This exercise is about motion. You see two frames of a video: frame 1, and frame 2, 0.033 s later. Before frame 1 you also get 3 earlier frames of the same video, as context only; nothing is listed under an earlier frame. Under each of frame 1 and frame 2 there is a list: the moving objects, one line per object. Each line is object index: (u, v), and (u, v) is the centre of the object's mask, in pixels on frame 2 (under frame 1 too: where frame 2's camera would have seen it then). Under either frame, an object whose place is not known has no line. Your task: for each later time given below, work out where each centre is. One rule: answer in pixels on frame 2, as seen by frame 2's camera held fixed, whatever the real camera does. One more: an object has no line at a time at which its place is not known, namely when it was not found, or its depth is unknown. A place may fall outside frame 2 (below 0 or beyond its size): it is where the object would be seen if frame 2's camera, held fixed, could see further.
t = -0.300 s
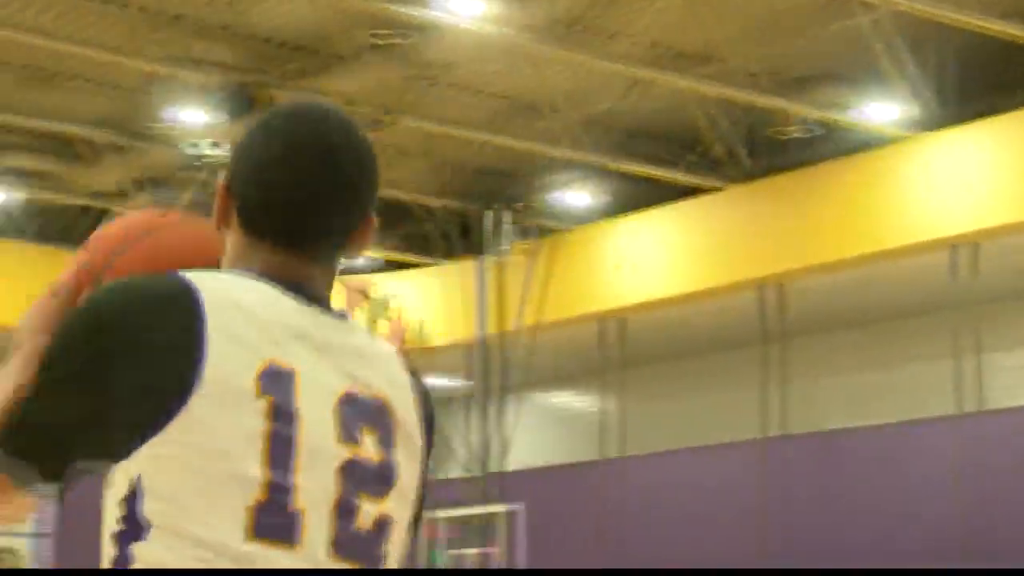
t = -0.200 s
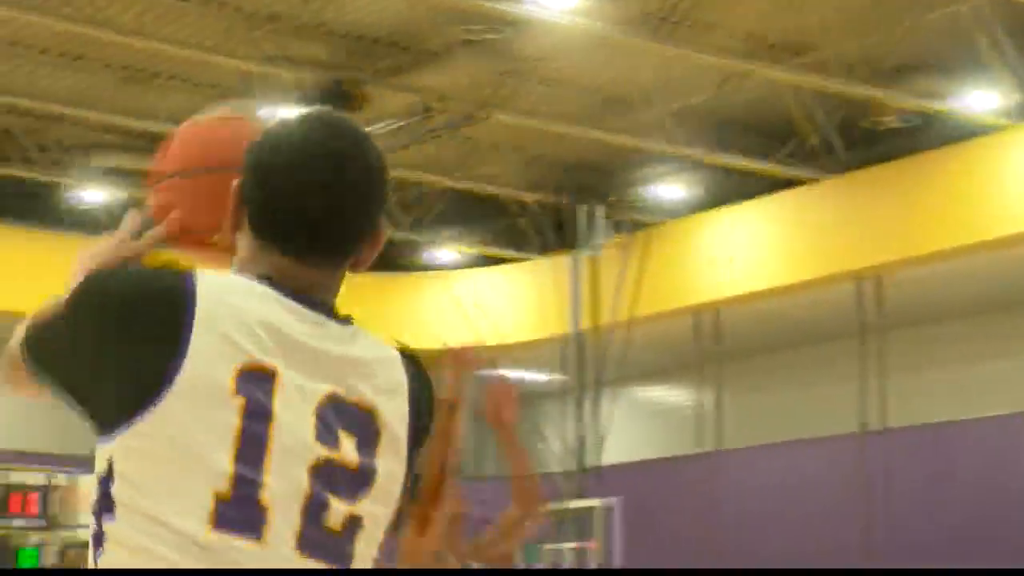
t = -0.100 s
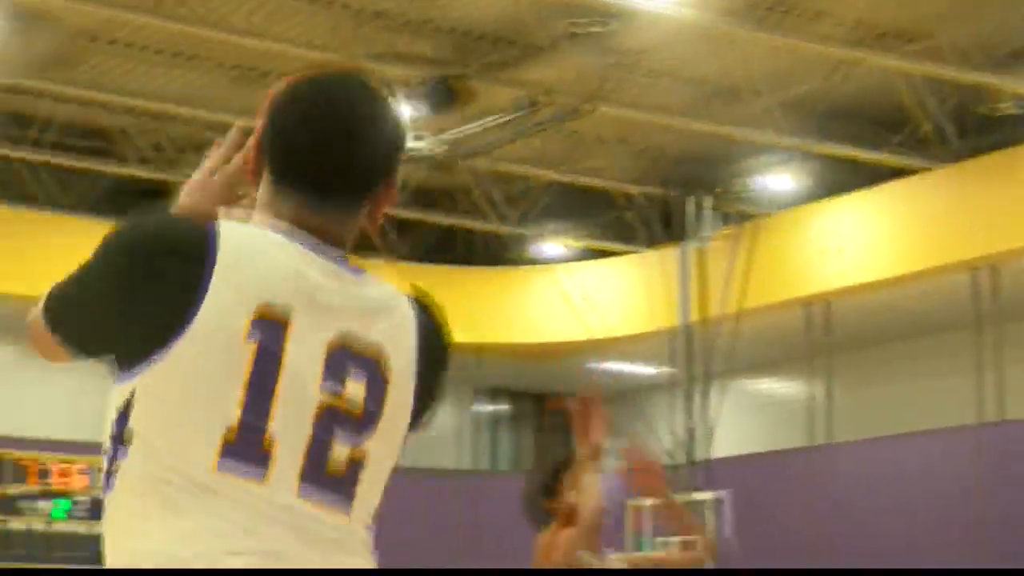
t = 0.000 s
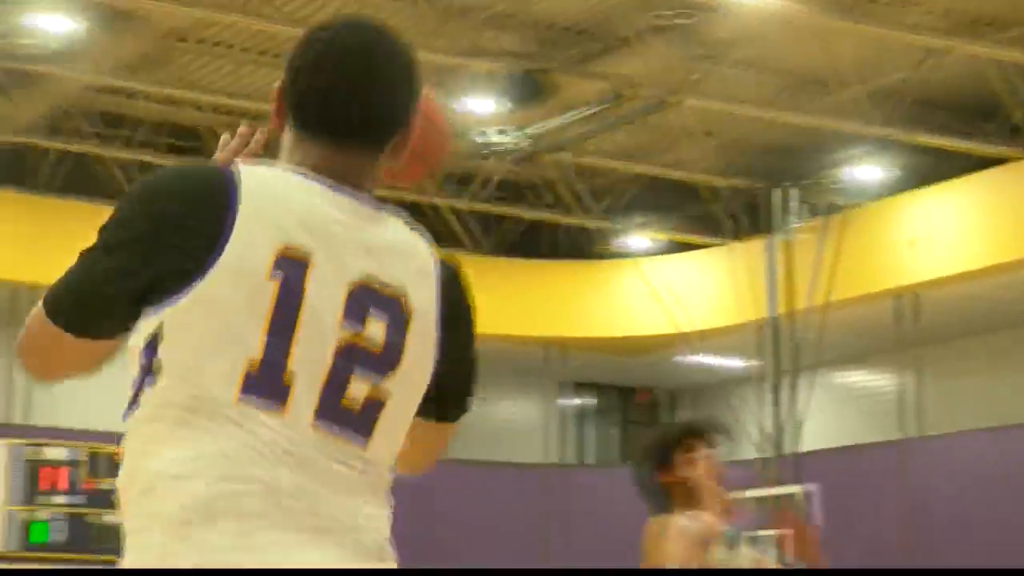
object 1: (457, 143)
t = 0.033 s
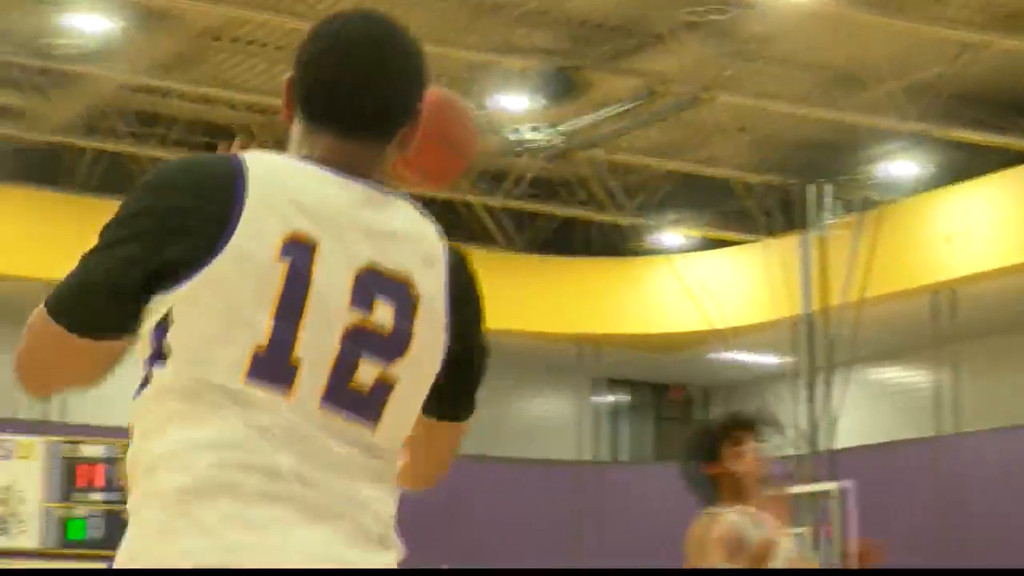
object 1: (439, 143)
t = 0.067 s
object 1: (425, 150)
